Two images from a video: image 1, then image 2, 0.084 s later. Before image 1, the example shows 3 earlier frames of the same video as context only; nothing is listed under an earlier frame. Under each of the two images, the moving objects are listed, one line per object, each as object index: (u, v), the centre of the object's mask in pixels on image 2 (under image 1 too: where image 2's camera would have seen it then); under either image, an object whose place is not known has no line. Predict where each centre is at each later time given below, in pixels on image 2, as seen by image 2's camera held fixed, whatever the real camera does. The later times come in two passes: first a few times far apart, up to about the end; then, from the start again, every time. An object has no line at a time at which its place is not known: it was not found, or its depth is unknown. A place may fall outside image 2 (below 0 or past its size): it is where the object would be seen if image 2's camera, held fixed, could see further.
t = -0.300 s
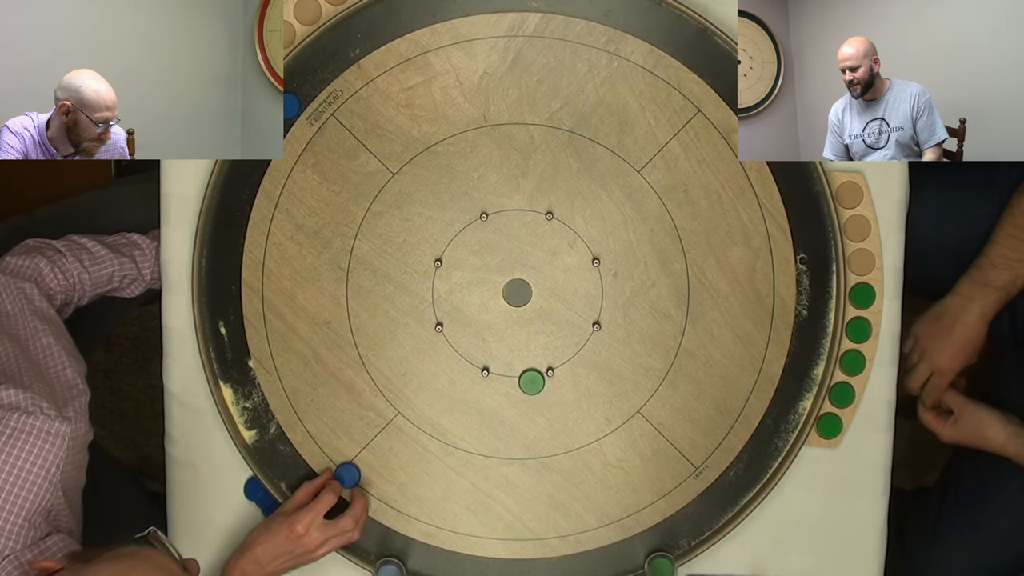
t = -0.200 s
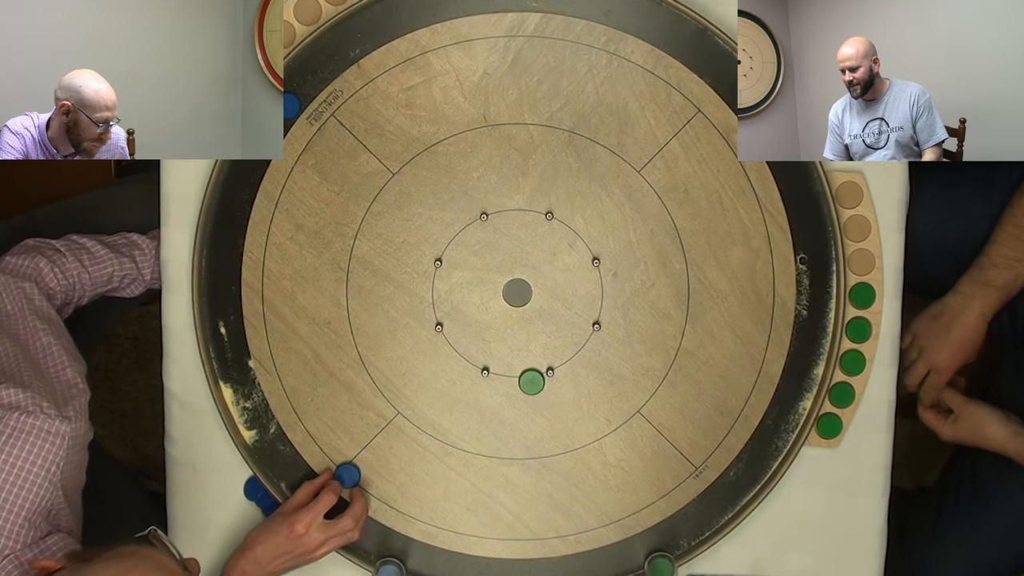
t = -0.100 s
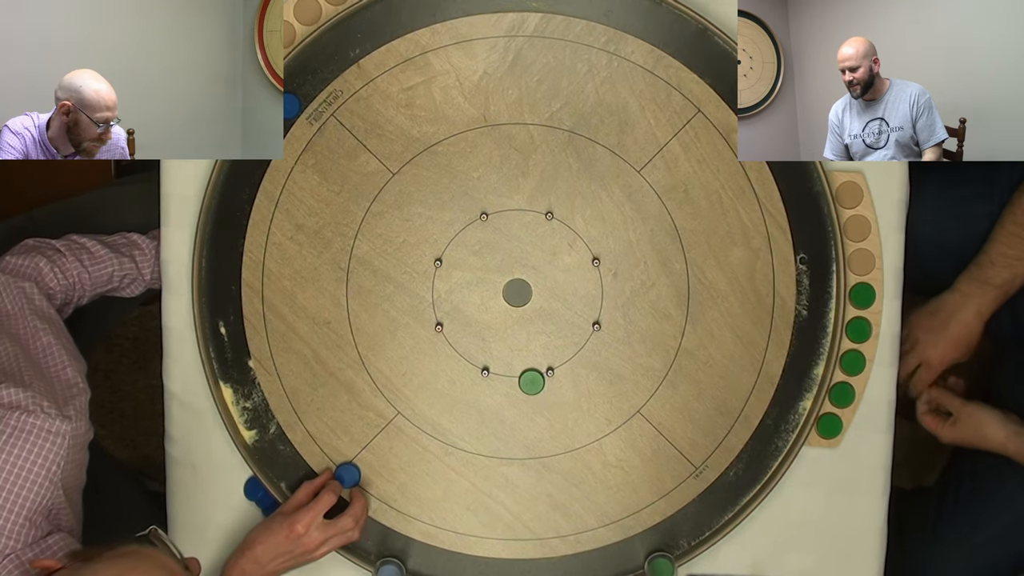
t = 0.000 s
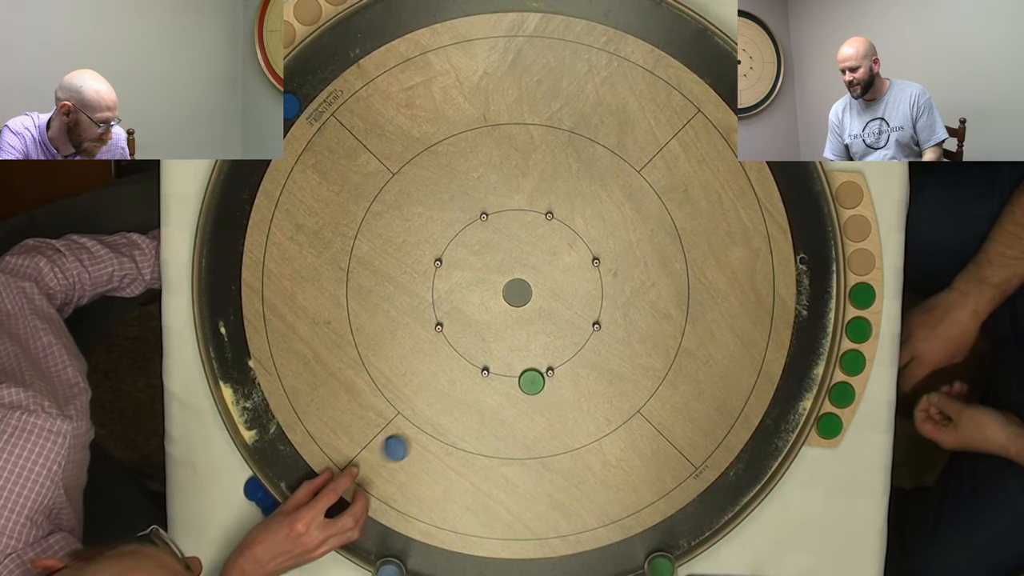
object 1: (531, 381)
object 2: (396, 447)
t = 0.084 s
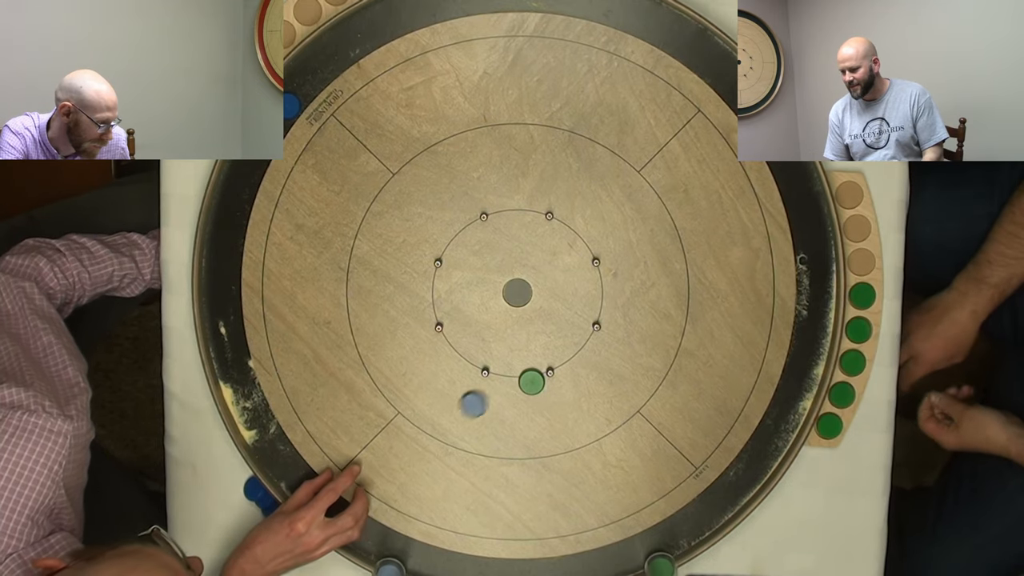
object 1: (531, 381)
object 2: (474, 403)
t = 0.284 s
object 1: (549, 442)
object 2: (532, 402)
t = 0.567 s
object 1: (575, 520)
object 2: (539, 409)
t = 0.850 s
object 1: (577, 528)
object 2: (539, 409)
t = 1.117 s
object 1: (577, 528)
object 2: (539, 409)
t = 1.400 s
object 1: (577, 528)
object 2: (539, 409)
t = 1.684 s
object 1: (577, 528)
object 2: (539, 409)
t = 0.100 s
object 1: (531, 381)
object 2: (489, 395)
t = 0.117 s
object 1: (531, 381)
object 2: (503, 386)
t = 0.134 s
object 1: (533, 384)
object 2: (505, 381)
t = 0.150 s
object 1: (534, 391)
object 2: (502, 379)
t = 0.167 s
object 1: (535, 398)
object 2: (507, 383)
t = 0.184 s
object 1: (535, 404)
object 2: (513, 387)
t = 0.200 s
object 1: (537, 411)
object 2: (517, 391)
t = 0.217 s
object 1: (540, 417)
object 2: (521, 393)
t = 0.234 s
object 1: (542, 424)
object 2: (524, 396)
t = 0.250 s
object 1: (545, 430)
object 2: (527, 398)
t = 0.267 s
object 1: (547, 437)
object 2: (529, 400)
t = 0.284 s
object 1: (549, 442)
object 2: (532, 402)
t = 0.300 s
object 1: (551, 448)
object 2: (533, 404)
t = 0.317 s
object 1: (553, 454)
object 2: (535, 405)
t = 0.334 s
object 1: (555, 460)
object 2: (536, 406)
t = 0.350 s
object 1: (558, 465)
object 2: (538, 407)
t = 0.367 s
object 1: (559, 471)
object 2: (538, 408)
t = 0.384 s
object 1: (561, 476)
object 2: (539, 408)
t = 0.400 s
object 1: (563, 481)
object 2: (539, 408)
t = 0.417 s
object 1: (565, 486)
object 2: (539, 409)
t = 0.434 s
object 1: (567, 491)
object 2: (539, 409)
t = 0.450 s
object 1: (568, 495)
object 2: (539, 409)
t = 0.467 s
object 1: (569, 499)
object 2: (539, 409)
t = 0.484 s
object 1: (571, 503)
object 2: (539, 409)
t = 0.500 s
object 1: (572, 507)
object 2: (539, 409)
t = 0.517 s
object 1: (573, 511)
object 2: (539, 409)
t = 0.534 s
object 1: (574, 514)
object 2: (539, 409)
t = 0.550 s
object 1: (575, 517)
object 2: (539, 409)
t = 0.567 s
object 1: (575, 520)
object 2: (539, 409)
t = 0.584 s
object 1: (576, 522)
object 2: (539, 409)
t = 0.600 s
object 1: (576, 524)
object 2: (539, 409)
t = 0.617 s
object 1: (577, 525)
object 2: (539, 409)
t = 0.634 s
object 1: (577, 526)
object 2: (539, 409)
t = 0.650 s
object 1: (577, 527)
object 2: (539, 409)
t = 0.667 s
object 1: (577, 528)
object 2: (539, 409)
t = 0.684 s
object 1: (577, 528)
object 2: (539, 409)
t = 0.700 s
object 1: (577, 528)
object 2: (539, 409)
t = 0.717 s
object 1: (577, 528)
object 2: (539, 409)
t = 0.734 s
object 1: (577, 528)
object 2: (539, 409)
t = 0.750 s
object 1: (577, 528)
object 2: (539, 409)
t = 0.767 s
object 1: (577, 528)
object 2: (539, 409)
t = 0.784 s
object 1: (577, 528)
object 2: (539, 409)
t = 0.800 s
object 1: (577, 528)
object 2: (539, 409)
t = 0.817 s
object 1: (577, 528)
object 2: (539, 409)
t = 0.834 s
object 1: (577, 528)
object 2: (539, 409)
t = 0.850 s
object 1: (577, 528)
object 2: (539, 409)
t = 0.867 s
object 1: (577, 528)
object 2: (539, 409)
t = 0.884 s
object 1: (577, 528)
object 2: (539, 409)
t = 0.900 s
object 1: (577, 528)
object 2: (539, 409)
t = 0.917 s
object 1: (577, 528)
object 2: (539, 409)
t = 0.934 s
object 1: (577, 528)
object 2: (539, 409)
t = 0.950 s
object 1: (577, 528)
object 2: (539, 409)
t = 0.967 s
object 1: (577, 528)
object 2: (539, 409)
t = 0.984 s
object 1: (577, 528)
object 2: (539, 409)
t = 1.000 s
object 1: (577, 528)
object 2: (539, 409)
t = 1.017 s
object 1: (577, 528)
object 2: (539, 409)
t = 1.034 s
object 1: (577, 528)
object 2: (539, 409)
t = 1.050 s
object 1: (577, 528)
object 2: (539, 409)
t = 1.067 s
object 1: (577, 528)
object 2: (539, 409)
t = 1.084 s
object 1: (577, 528)
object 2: (539, 409)
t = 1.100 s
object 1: (577, 528)
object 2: (539, 409)
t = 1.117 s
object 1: (577, 528)
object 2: (539, 409)
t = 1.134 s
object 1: (577, 528)
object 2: (539, 409)
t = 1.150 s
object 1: (577, 528)
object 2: (539, 409)
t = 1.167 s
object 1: (577, 528)
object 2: (539, 409)
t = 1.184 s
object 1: (577, 528)
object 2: (539, 409)
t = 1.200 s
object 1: (577, 528)
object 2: (539, 409)
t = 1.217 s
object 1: (577, 528)
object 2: (539, 409)
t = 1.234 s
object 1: (577, 528)
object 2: (539, 409)
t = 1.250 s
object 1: (577, 528)
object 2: (539, 409)
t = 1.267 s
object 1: (577, 528)
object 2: (539, 409)
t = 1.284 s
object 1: (577, 528)
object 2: (539, 409)
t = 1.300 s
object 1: (577, 528)
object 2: (539, 409)
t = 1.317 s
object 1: (577, 528)
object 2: (539, 409)
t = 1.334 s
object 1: (577, 528)
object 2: (539, 409)
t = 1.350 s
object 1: (577, 528)
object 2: (539, 409)
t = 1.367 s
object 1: (577, 528)
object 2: (539, 409)
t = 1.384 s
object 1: (577, 528)
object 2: (539, 409)
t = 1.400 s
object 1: (577, 528)
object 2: (539, 409)
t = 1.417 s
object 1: (577, 528)
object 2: (539, 409)
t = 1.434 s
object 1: (577, 528)
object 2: (539, 409)
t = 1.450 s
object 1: (577, 528)
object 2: (539, 409)
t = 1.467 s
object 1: (577, 528)
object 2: (539, 409)
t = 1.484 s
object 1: (577, 528)
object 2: (539, 409)
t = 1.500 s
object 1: (577, 528)
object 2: (539, 409)
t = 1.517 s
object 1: (577, 528)
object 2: (539, 409)
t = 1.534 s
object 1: (577, 528)
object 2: (539, 409)
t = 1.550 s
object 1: (577, 528)
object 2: (539, 409)
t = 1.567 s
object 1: (577, 528)
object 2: (539, 409)
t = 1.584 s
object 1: (577, 528)
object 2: (539, 409)
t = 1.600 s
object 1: (577, 528)
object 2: (539, 409)
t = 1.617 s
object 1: (577, 528)
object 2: (539, 409)
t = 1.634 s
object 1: (577, 528)
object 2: (539, 409)
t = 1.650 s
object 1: (577, 528)
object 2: (539, 409)
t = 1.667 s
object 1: (577, 528)
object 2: (539, 409)
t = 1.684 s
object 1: (577, 528)
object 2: (539, 409)
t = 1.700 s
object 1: (577, 528)
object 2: (539, 409)
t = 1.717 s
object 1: (577, 528)
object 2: (539, 409)
